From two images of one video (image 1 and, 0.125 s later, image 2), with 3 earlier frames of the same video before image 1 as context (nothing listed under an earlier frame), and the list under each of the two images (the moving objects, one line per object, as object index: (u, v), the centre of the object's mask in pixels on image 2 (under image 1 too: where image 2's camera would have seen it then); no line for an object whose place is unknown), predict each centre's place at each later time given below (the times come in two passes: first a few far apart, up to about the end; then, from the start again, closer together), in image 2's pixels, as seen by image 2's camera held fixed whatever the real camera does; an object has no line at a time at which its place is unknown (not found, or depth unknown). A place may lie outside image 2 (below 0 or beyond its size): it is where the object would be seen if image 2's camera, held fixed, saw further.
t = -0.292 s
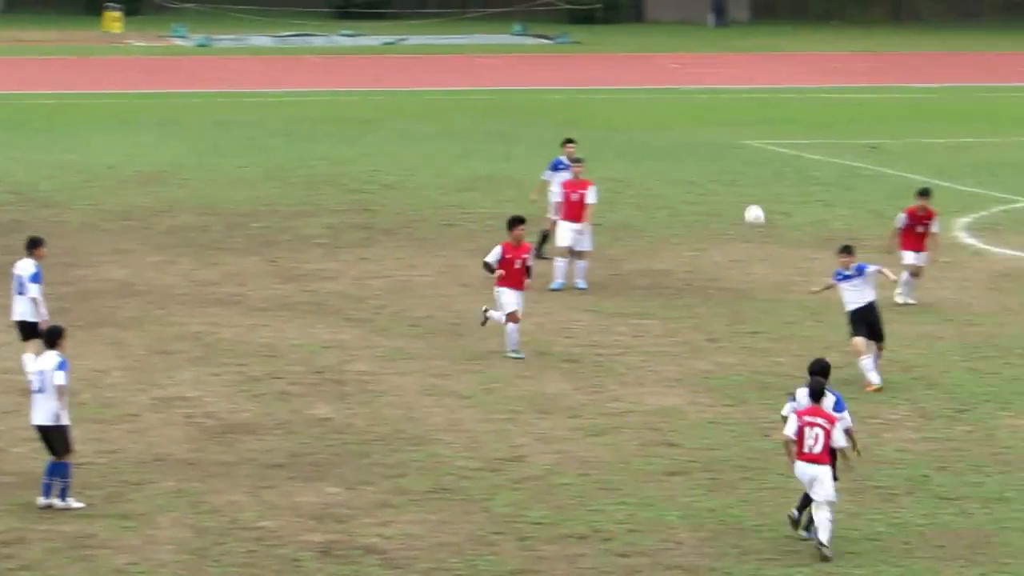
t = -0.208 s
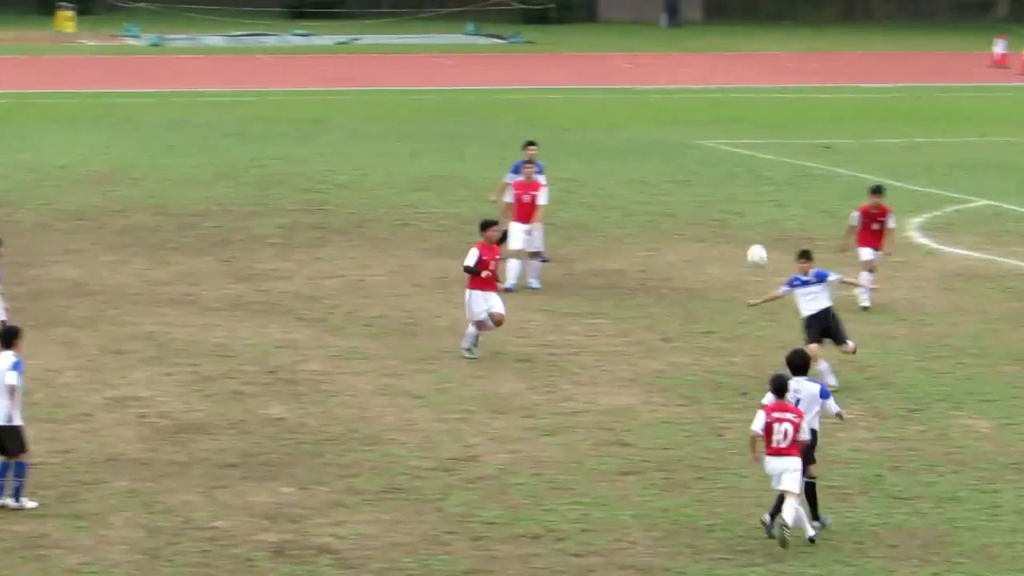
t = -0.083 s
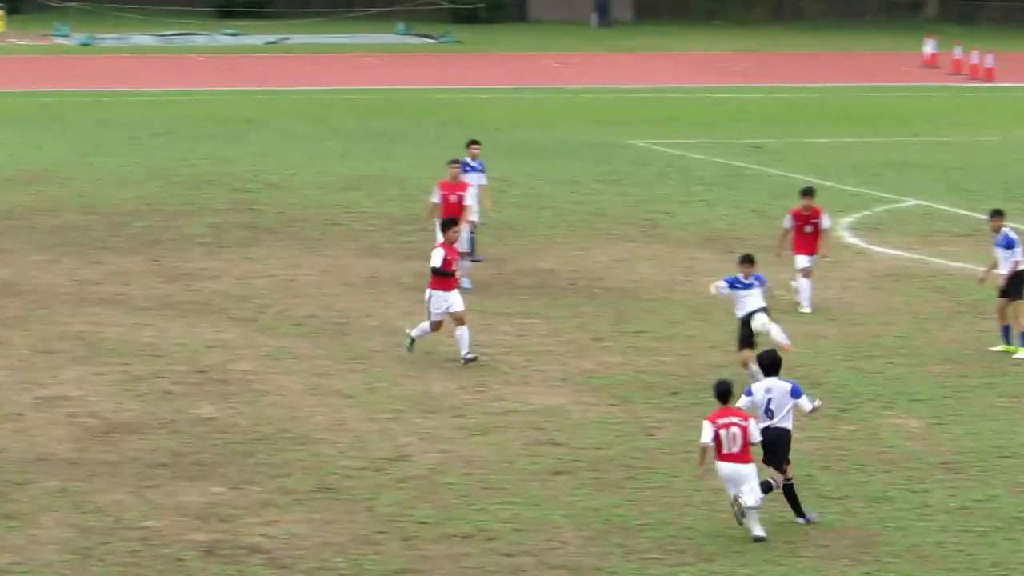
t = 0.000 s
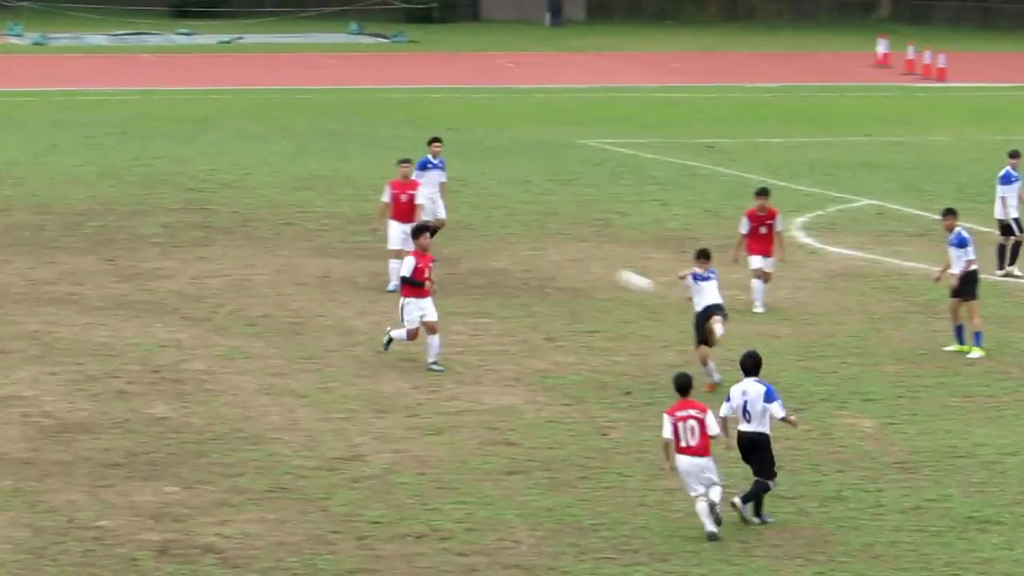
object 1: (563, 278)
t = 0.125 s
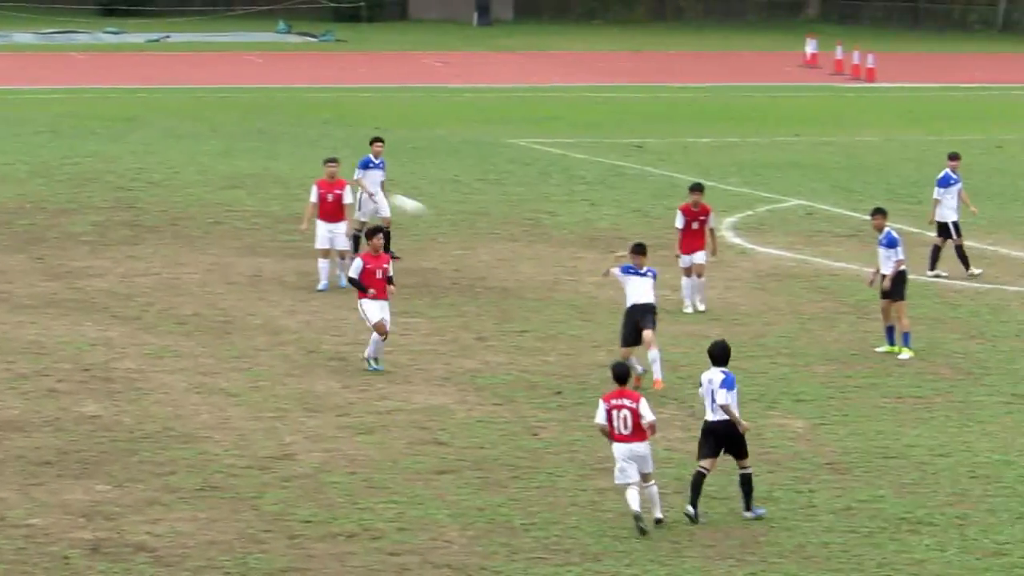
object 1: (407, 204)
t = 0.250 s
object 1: (244, 145)
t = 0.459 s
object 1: (-34, 80)
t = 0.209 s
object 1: (298, 163)
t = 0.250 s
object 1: (244, 145)
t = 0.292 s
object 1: (192, 130)
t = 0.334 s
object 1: (139, 114)
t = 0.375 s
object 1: (85, 101)
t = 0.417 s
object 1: (30, 88)
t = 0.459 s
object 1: (-34, 80)
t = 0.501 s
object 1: (-100, 71)
